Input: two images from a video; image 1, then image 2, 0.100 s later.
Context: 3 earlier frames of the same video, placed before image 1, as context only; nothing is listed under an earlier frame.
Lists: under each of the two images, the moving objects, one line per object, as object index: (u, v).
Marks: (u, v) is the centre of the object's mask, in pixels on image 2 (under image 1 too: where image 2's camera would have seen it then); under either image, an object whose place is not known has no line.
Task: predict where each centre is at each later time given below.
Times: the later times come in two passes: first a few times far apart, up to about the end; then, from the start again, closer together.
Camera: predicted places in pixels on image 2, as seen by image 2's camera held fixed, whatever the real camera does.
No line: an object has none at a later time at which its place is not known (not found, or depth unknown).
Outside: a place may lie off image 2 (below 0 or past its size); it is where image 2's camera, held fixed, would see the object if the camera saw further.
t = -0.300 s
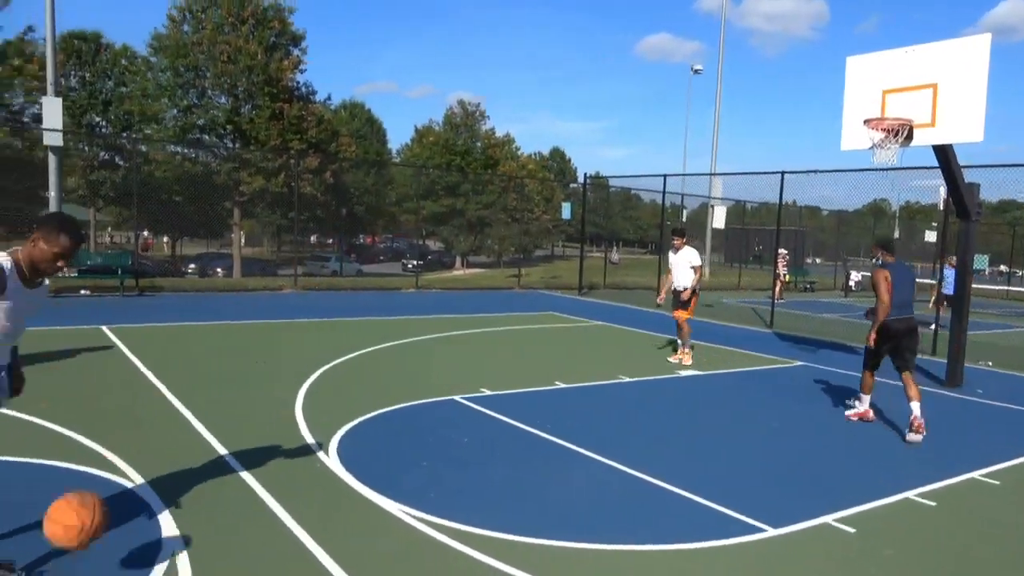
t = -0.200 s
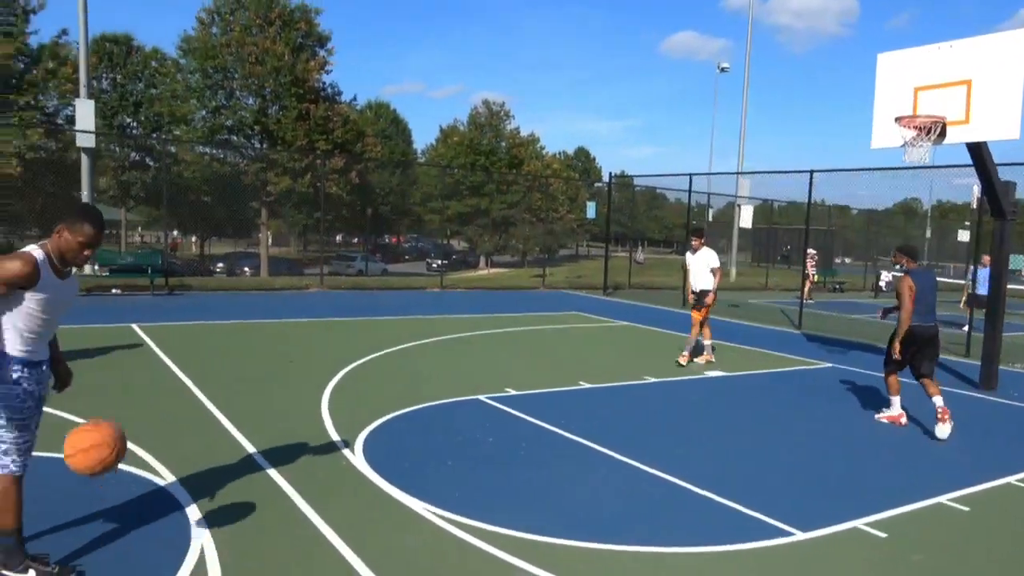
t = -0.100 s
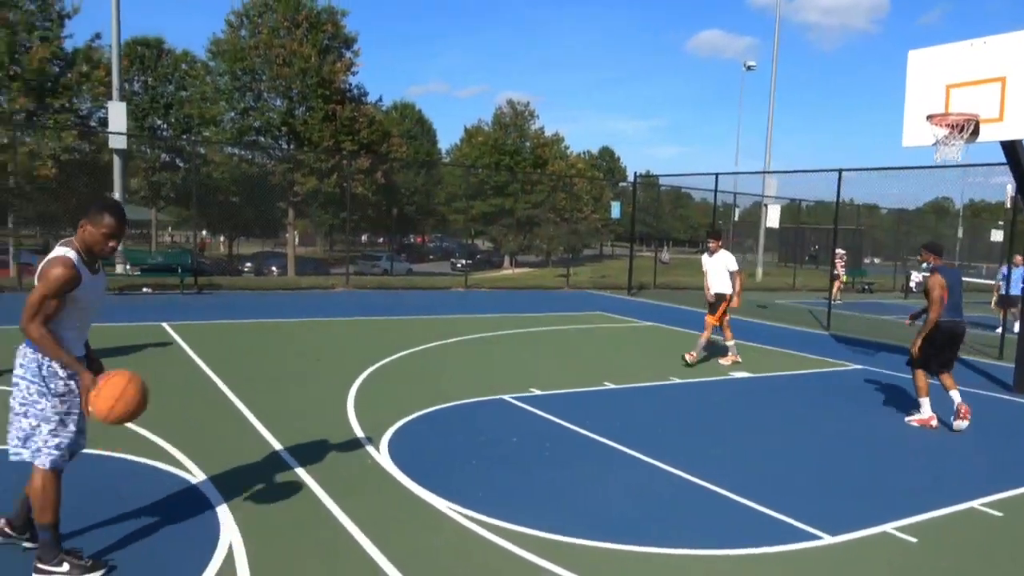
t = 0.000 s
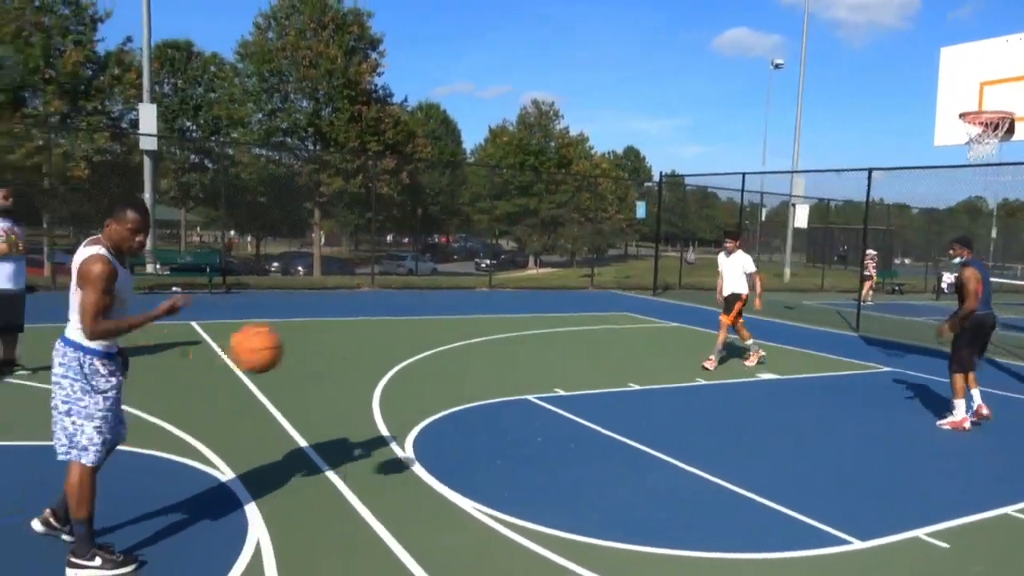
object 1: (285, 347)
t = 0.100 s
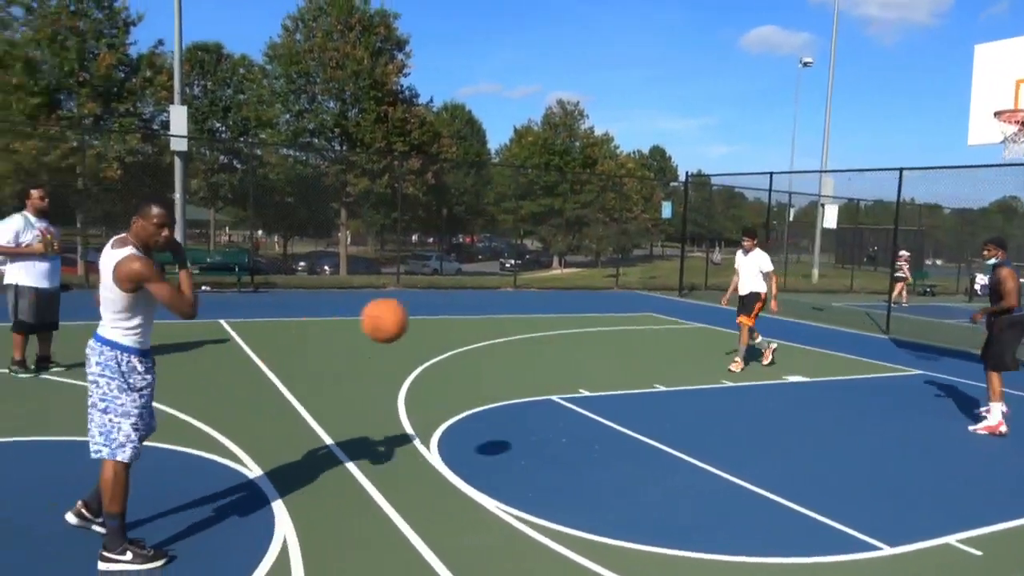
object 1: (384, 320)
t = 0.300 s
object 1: (539, 324)
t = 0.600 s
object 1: (699, 426)
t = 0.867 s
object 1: (787, 357)
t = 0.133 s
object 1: (414, 316)
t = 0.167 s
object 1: (441, 314)
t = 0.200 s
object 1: (468, 313)
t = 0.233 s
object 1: (493, 315)
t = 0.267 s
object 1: (516, 319)
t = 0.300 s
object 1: (539, 324)
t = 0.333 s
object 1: (560, 330)
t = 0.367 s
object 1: (580, 338)
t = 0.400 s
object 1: (600, 348)
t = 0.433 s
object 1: (619, 358)
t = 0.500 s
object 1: (653, 382)
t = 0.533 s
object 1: (670, 396)
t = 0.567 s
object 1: (686, 411)
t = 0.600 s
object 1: (699, 426)
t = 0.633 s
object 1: (714, 441)
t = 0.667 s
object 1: (725, 425)
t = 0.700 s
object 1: (737, 410)
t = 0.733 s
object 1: (748, 396)
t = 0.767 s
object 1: (759, 384)
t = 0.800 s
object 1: (768, 373)
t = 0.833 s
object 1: (778, 364)
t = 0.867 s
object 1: (787, 357)
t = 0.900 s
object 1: (797, 350)
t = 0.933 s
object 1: (805, 346)
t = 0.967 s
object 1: (811, 343)
